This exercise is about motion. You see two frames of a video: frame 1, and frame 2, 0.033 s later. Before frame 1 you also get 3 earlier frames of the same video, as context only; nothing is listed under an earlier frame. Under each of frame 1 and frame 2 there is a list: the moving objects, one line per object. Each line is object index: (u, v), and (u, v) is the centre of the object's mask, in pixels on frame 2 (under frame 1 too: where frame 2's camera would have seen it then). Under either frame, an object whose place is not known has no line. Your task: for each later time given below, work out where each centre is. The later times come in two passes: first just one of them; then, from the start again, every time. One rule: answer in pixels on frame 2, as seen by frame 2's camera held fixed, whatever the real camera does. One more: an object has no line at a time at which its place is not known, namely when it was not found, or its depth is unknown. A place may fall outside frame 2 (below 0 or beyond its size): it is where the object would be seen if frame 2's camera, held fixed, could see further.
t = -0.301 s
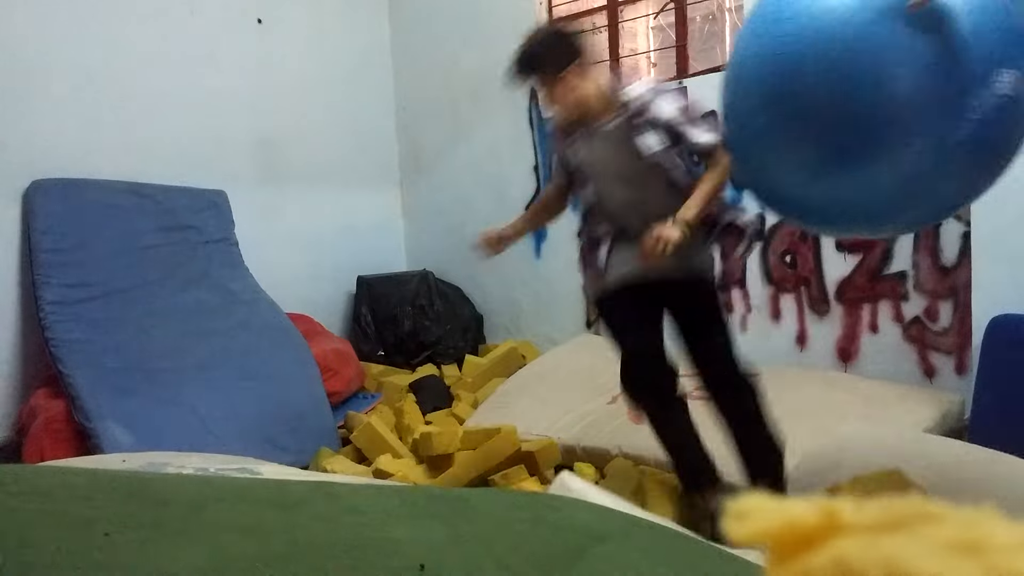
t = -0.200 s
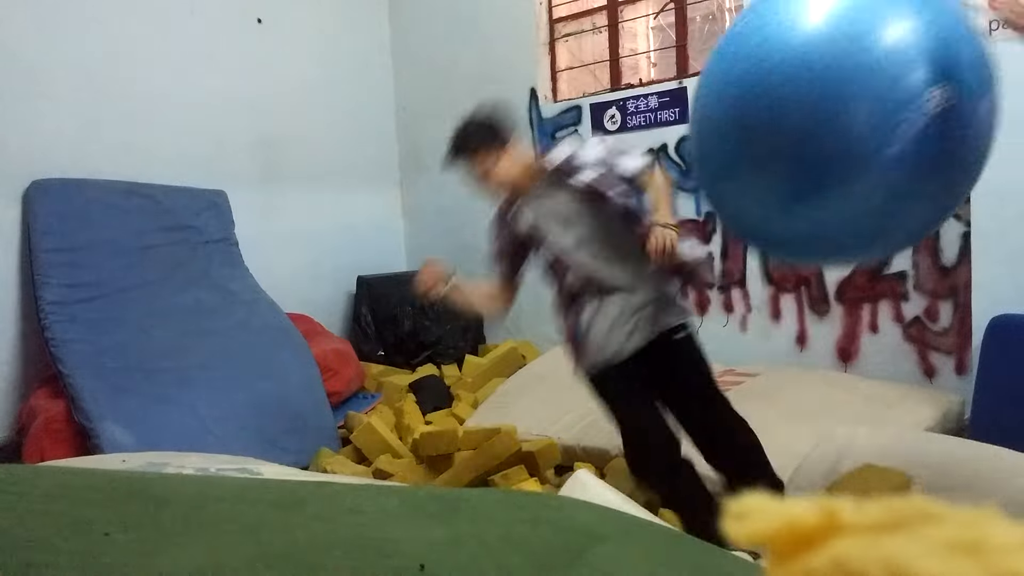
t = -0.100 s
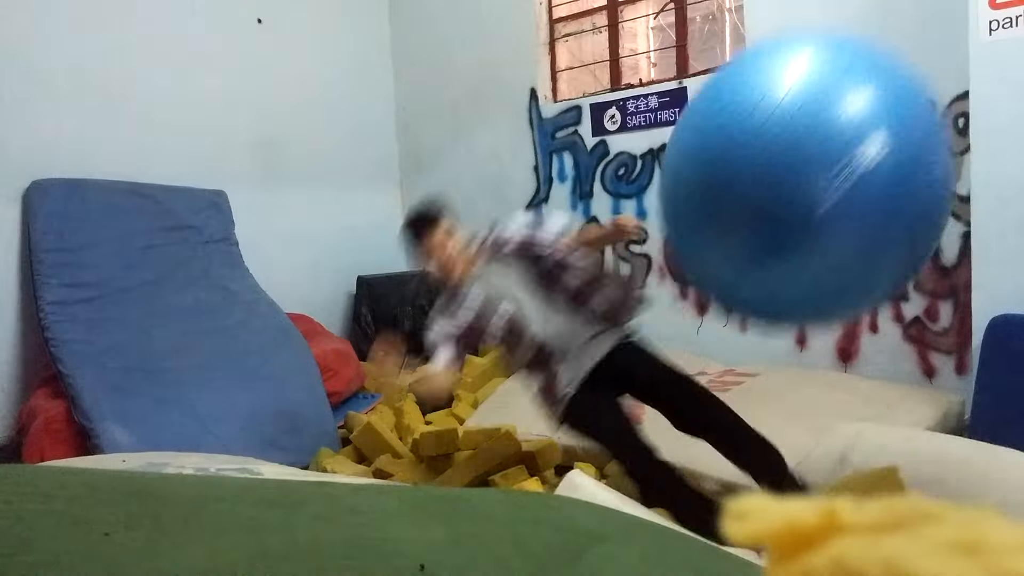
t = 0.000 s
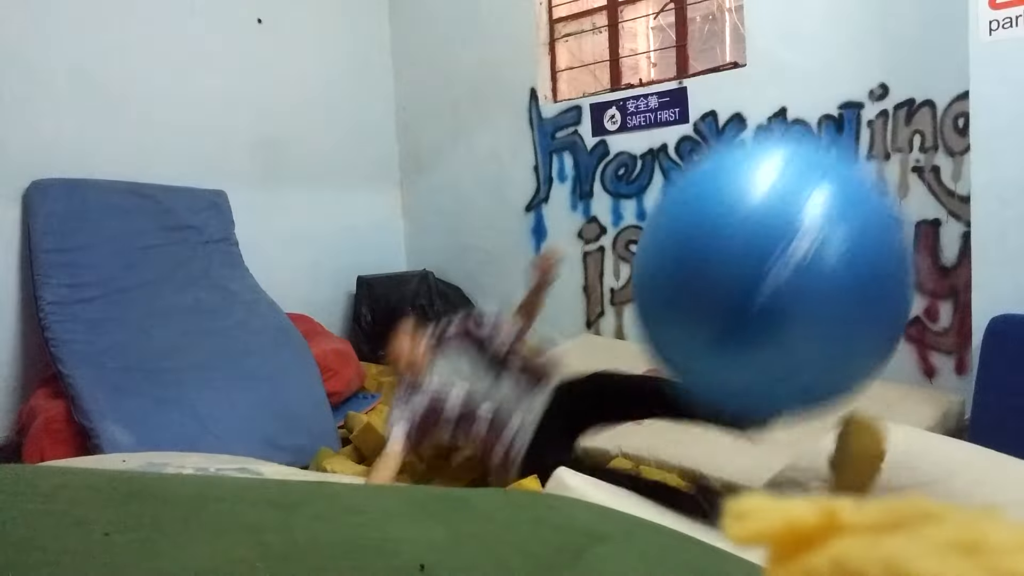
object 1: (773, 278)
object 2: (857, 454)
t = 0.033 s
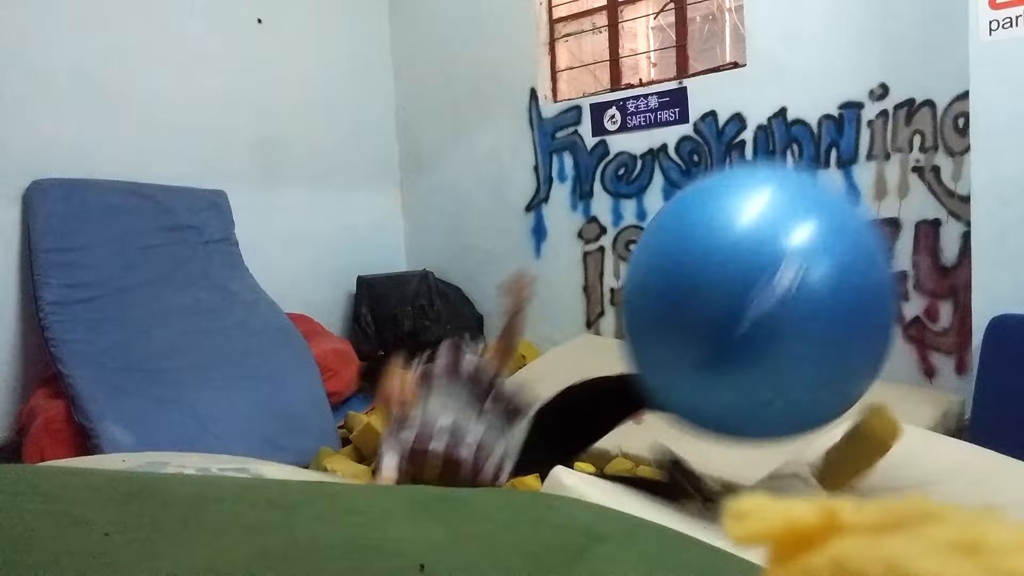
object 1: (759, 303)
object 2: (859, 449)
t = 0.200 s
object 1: (694, 391)
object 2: (864, 470)
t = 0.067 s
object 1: (741, 322)
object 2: (860, 446)
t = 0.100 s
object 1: (721, 348)
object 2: (862, 448)
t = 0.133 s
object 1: (704, 370)
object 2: (865, 460)
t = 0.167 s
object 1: (695, 387)
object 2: (864, 468)
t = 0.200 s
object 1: (694, 391)
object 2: (864, 470)
